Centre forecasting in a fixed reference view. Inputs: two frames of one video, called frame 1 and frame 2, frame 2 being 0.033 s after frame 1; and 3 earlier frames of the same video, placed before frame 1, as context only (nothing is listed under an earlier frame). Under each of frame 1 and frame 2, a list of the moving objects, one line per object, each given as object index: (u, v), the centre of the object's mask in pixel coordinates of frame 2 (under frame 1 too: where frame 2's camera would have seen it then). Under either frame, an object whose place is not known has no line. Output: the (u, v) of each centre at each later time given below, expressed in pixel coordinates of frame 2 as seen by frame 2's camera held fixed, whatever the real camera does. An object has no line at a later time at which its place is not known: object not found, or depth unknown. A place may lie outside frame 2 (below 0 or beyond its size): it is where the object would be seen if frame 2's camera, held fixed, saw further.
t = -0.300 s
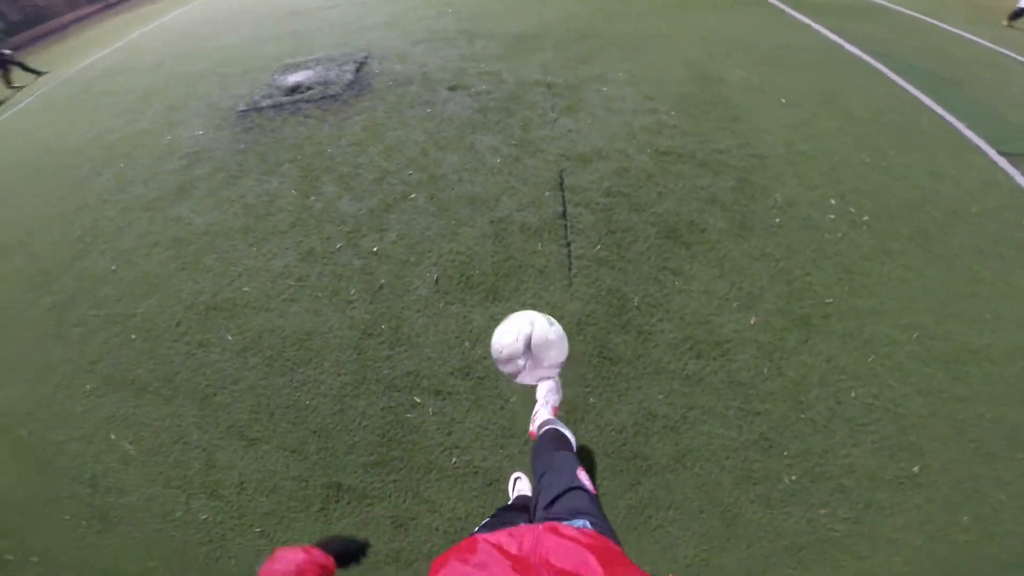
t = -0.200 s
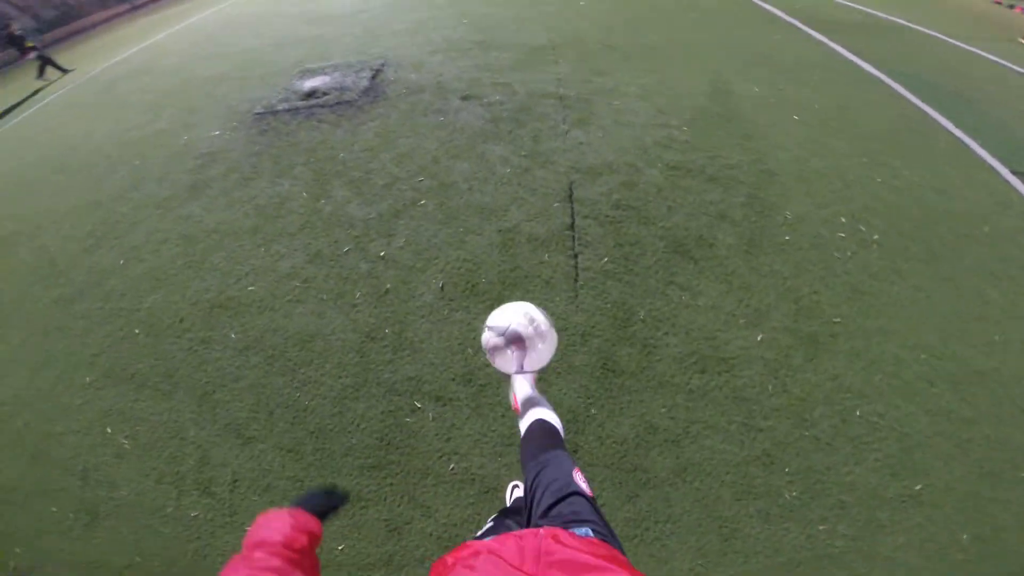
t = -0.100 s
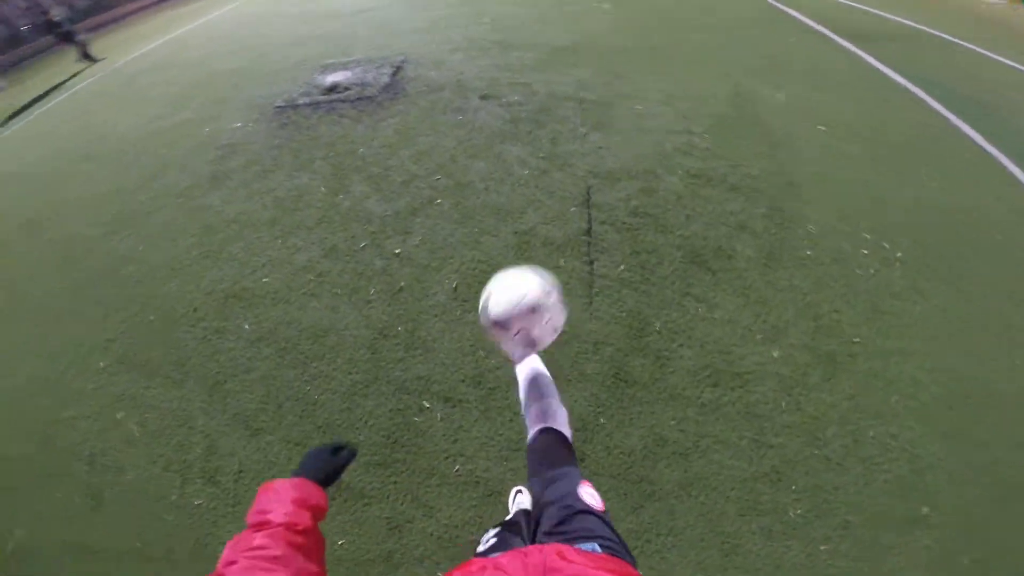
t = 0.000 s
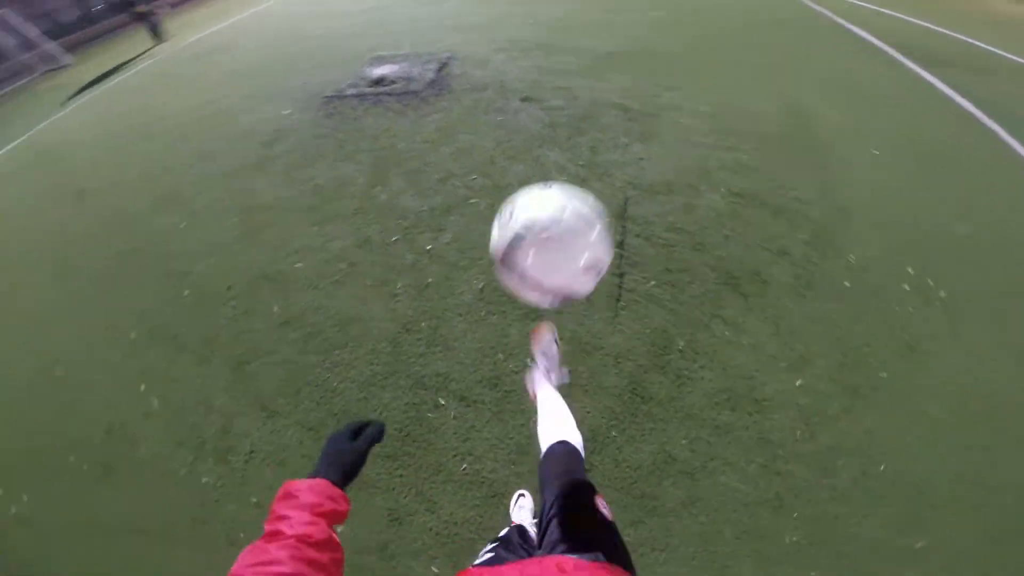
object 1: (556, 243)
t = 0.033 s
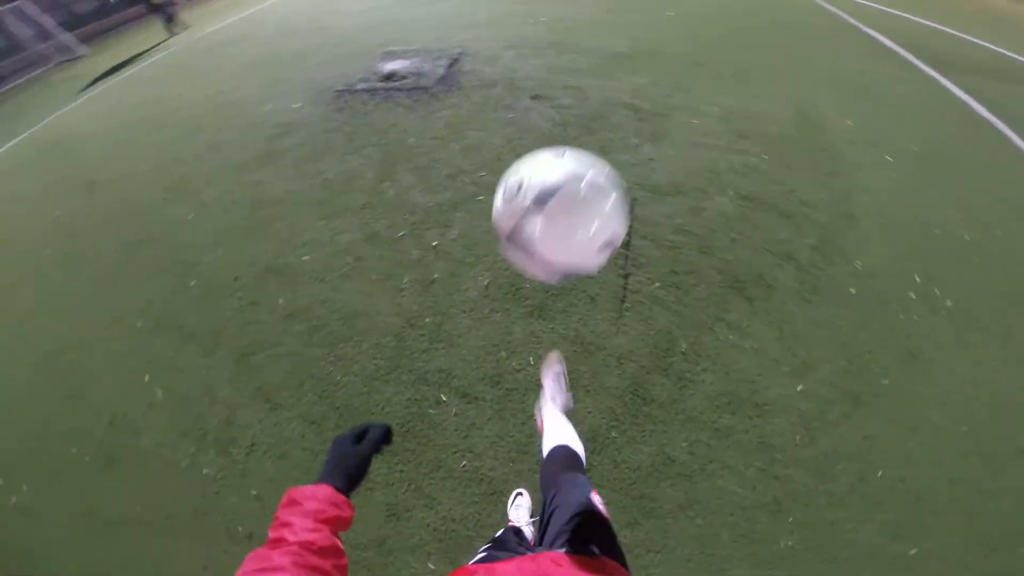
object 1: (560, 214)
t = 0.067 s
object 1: (564, 181)
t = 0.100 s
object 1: (567, 150)
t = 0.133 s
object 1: (566, 119)
